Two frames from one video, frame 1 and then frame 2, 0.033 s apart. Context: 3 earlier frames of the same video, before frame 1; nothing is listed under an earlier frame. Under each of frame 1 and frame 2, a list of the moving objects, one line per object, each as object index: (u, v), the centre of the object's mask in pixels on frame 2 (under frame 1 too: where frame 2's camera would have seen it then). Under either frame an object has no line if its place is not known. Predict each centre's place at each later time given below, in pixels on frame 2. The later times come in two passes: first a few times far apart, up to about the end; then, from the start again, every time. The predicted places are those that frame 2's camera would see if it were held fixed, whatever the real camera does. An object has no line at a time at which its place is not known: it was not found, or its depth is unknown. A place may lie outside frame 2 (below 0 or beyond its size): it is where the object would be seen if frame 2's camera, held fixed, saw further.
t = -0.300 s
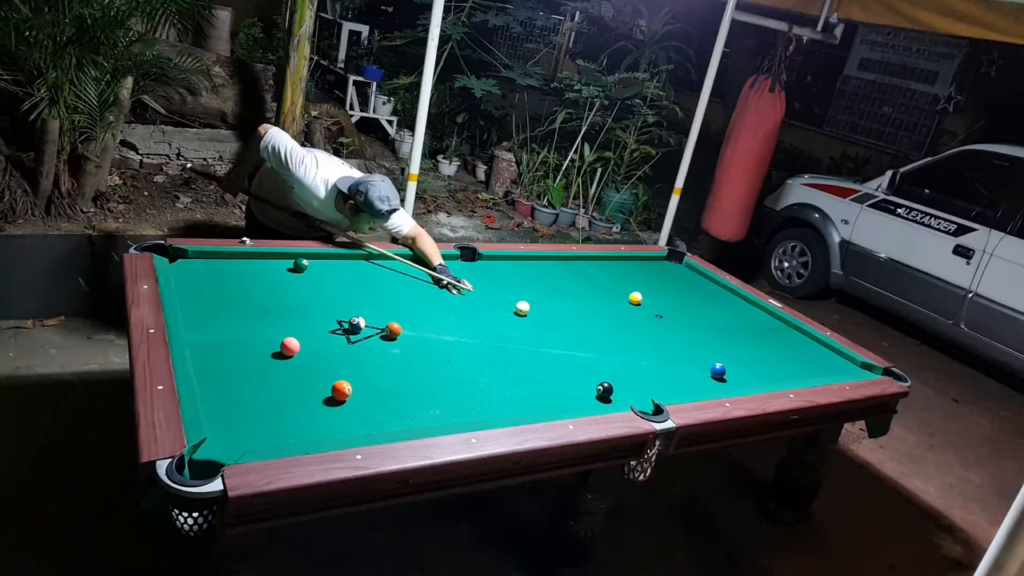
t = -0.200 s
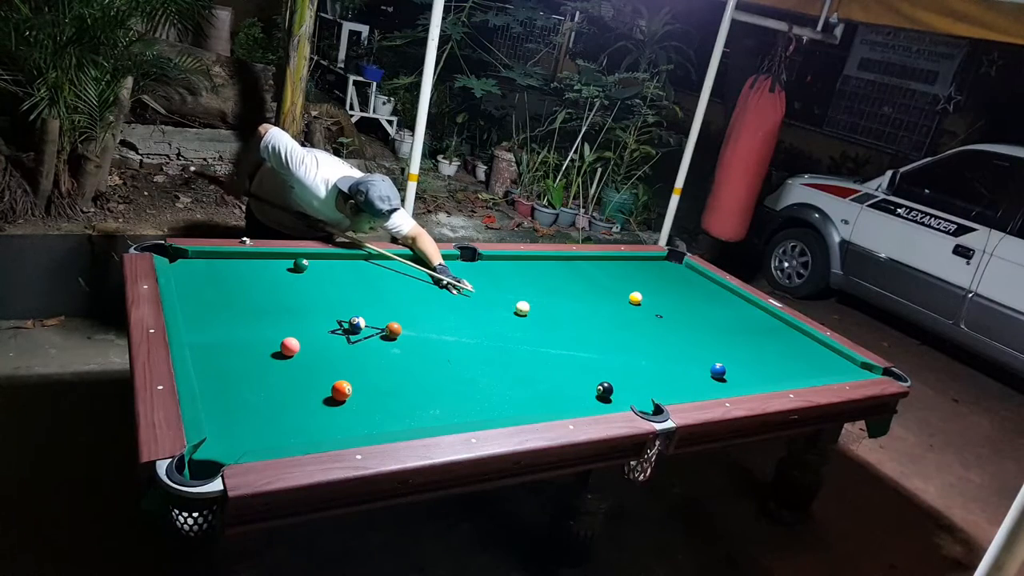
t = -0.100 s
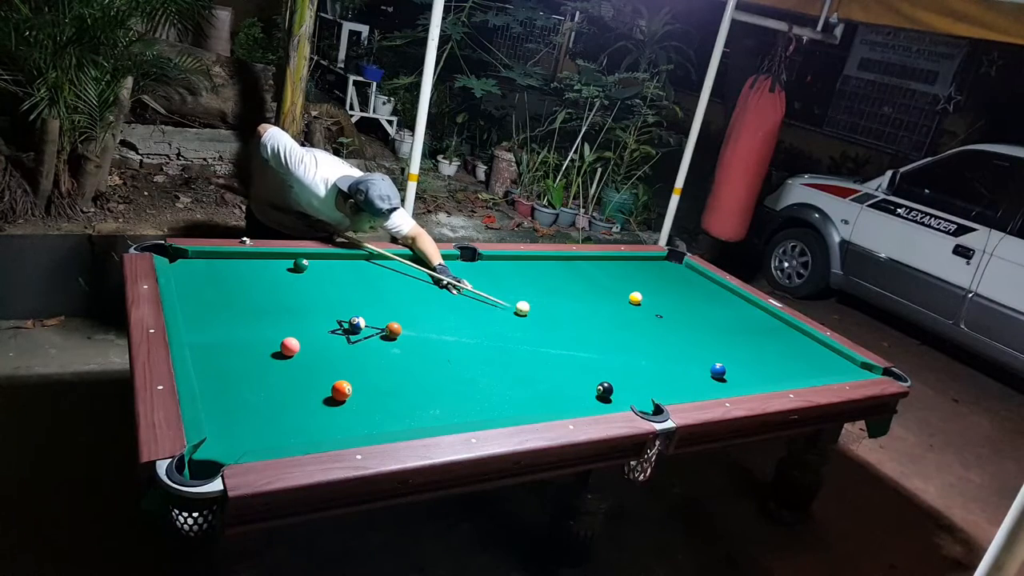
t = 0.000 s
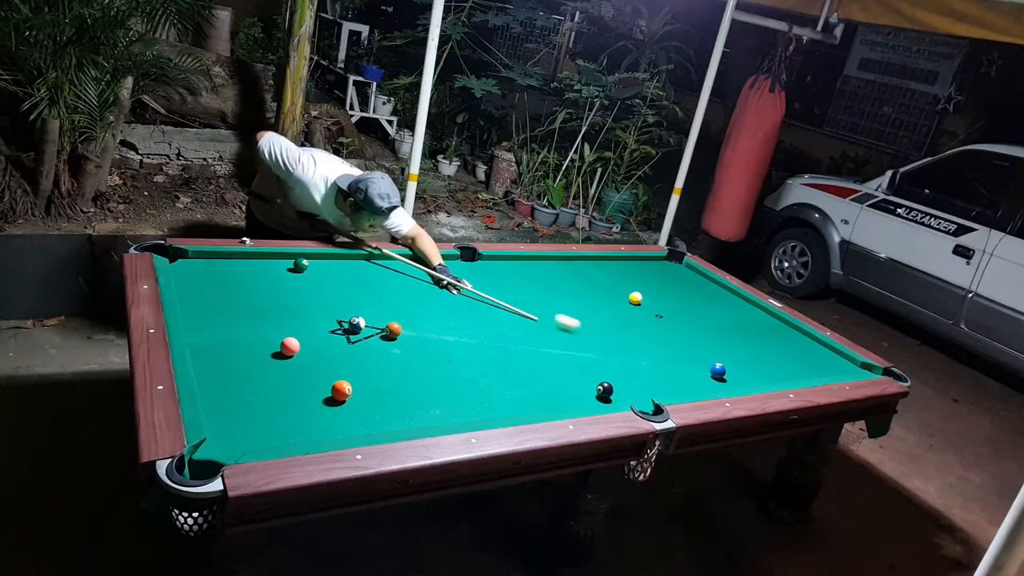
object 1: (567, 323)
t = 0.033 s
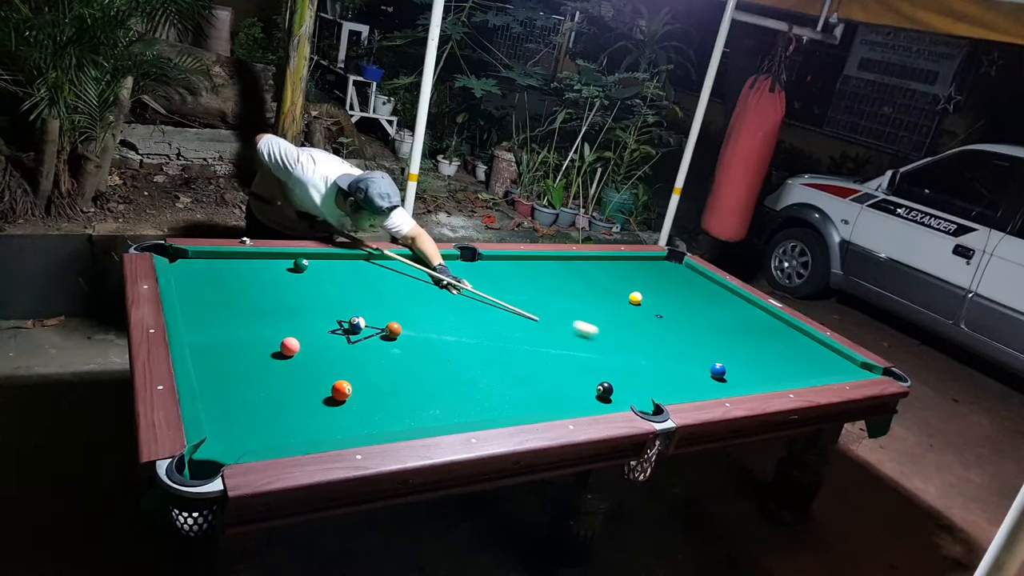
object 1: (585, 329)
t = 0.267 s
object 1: (699, 369)
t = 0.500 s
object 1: (710, 381)
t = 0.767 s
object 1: (678, 368)
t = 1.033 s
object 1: (649, 357)
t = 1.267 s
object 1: (625, 348)
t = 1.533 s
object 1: (601, 338)
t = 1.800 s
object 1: (578, 329)
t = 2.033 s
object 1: (559, 322)
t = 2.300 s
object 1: (540, 315)
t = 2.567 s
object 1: (522, 308)
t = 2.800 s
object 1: (508, 302)
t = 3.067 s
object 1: (492, 296)
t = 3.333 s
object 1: (478, 291)
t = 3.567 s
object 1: (468, 287)
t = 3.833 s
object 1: (456, 283)
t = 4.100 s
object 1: (446, 279)
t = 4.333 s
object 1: (438, 276)
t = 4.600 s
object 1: (431, 273)
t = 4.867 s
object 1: (424, 271)
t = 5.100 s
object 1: (420, 269)
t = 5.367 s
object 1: (415, 268)
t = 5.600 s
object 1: (412, 266)
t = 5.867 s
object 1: (411, 266)
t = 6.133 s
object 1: (410, 266)
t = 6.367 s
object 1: (410, 266)
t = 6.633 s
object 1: (410, 266)
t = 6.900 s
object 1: (410, 266)
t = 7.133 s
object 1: (410, 265)
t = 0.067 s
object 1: (603, 335)
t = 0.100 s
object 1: (620, 342)
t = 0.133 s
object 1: (637, 348)
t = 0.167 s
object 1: (654, 353)
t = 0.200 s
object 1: (670, 359)
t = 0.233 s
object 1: (685, 364)
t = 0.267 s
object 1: (699, 369)
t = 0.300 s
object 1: (709, 374)
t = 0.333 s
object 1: (715, 379)
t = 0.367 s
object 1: (721, 382)
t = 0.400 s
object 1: (724, 384)
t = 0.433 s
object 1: (719, 383)
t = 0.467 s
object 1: (714, 382)
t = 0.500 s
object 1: (710, 381)
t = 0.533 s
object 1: (706, 380)
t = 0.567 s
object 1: (702, 377)
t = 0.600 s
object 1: (698, 376)
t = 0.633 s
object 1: (694, 374)
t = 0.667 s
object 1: (690, 373)
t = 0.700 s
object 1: (686, 371)
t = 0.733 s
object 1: (682, 370)
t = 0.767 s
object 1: (678, 368)
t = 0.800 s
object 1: (675, 367)
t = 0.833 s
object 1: (671, 365)
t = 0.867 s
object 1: (667, 364)
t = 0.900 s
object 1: (663, 363)
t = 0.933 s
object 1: (660, 361)
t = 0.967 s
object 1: (656, 360)
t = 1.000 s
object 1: (653, 358)
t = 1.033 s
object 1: (649, 357)
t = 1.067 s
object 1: (645, 356)
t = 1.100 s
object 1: (642, 354)
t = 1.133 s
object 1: (639, 353)
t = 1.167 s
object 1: (635, 352)
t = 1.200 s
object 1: (632, 350)
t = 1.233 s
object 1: (629, 349)
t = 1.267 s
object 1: (625, 348)
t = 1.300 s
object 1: (622, 347)
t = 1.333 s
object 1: (619, 346)
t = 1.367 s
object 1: (616, 344)
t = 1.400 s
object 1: (613, 343)
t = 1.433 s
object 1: (610, 342)
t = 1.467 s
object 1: (606, 340)
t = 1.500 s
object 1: (604, 339)
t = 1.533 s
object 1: (601, 338)
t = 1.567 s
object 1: (597, 337)
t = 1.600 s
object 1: (595, 336)
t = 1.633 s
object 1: (592, 335)
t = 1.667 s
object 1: (589, 334)
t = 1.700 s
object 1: (586, 332)
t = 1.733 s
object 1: (583, 332)
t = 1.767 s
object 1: (580, 330)
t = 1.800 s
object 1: (578, 329)
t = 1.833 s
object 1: (575, 328)
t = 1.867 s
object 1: (572, 327)
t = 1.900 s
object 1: (570, 326)
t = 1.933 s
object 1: (567, 325)
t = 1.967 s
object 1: (564, 324)
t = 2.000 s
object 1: (562, 323)
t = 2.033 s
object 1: (559, 322)
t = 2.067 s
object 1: (557, 321)
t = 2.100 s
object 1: (554, 320)
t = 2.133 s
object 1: (552, 319)
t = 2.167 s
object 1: (549, 318)
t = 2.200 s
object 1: (547, 317)
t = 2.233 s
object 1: (544, 316)
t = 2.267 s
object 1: (542, 316)
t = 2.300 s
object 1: (540, 315)
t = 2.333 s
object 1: (537, 314)
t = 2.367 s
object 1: (535, 313)
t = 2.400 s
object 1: (533, 312)
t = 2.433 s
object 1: (531, 311)
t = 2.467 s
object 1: (528, 310)
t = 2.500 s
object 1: (526, 309)
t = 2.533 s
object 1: (524, 309)
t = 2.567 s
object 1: (522, 308)
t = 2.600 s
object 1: (520, 307)
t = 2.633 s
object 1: (518, 306)
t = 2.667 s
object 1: (516, 305)
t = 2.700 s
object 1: (513, 305)
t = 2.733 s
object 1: (512, 304)
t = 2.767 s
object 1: (510, 303)
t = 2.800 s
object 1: (508, 302)
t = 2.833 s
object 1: (506, 302)
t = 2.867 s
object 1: (504, 301)
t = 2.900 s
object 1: (502, 300)
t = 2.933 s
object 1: (500, 299)
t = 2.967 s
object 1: (498, 299)
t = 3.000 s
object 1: (496, 298)
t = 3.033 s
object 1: (494, 297)
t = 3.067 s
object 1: (492, 296)
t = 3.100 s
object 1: (490, 296)
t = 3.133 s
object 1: (489, 295)
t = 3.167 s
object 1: (487, 294)
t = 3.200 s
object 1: (485, 294)
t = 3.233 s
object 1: (484, 293)
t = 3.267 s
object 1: (482, 292)
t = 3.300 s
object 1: (480, 292)
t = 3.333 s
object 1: (478, 291)
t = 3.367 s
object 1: (477, 290)
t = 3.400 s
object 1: (475, 290)
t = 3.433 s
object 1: (474, 289)
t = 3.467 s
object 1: (472, 289)
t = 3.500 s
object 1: (470, 288)
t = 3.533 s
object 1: (469, 287)
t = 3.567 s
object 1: (468, 287)
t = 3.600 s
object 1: (466, 286)
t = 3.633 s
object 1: (464, 286)
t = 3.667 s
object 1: (463, 285)
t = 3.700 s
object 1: (461, 285)
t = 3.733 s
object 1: (460, 284)
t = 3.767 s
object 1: (459, 284)
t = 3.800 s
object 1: (458, 283)
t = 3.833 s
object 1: (456, 283)
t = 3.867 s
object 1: (455, 282)
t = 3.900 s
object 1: (453, 282)
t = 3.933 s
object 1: (452, 281)
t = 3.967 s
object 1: (451, 281)
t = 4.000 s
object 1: (450, 280)
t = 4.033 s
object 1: (449, 280)
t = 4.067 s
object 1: (447, 280)
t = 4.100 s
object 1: (446, 279)
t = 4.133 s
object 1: (445, 279)
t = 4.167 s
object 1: (444, 278)
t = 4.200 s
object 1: (443, 278)
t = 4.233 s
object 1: (442, 277)
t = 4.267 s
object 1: (441, 277)
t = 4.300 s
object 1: (439, 277)
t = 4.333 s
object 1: (438, 276)
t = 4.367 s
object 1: (437, 276)
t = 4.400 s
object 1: (436, 276)
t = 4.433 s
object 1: (435, 275)
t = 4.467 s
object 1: (434, 275)
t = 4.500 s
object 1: (433, 274)
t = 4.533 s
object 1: (432, 274)
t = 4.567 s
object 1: (431, 274)
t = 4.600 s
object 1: (431, 273)
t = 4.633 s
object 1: (430, 273)
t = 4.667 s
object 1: (429, 273)
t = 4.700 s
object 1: (428, 272)
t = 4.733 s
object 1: (427, 272)
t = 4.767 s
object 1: (426, 271)
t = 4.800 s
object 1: (426, 271)
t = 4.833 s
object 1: (425, 271)
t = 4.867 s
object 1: (424, 271)
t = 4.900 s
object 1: (423, 270)
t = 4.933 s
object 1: (423, 270)
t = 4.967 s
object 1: (422, 270)
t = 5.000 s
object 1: (421, 270)
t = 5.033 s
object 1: (421, 269)
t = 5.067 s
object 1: (420, 269)
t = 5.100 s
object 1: (420, 269)
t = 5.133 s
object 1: (419, 269)
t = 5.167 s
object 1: (419, 269)
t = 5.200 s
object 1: (418, 268)
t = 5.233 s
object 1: (417, 268)
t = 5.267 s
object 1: (417, 268)
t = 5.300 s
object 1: (416, 268)
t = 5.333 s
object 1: (416, 268)
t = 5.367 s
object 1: (415, 268)
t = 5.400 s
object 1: (415, 267)
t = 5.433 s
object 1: (415, 267)
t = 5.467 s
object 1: (414, 267)
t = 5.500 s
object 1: (414, 267)
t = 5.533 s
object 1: (413, 267)
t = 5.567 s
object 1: (413, 267)
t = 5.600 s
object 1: (412, 266)
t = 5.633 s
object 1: (412, 266)
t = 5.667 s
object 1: (412, 266)
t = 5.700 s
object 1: (411, 266)
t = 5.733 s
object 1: (411, 266)
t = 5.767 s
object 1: (411, 266)
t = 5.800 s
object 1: (411, 266)
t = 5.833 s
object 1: (411, 266)
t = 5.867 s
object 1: (411, 266)
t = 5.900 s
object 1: (411, 266)
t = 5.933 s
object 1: (410, 266)
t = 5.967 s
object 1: (410, 266)
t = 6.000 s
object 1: (410, 266)
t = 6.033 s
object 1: (410, 266)
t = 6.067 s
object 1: (410, 266)
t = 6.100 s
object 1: (410, 266)
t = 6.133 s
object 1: (410, 266)
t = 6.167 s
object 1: (410, 266)
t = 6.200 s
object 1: (410, 266)
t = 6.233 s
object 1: (410, 266)
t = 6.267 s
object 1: (410, 266)
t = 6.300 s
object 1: (410, 266)
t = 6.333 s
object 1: (410, 266)
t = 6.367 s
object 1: (410, 266)
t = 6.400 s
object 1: (410, 266)
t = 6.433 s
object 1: (410, 266)
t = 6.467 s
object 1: (410, 266)
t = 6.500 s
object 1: (410, 266)
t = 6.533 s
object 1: (410, 266)
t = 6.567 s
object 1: (410, 266)
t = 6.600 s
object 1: (410, 266)
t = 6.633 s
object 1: (410, 266)
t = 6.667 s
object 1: (410, 266)
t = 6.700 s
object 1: (410, 266)
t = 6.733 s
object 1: (410, 266)
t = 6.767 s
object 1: (410, 266)
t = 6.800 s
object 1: (410, 266)
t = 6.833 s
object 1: (410, 266)
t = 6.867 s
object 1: (410, 266)
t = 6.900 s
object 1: (410, 266)
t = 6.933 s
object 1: (410, 266)
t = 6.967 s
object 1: (410, 266)
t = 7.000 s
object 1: (410, 266)
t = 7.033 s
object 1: (410, 266)
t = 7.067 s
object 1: (410, 266)
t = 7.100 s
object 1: (410, 266)
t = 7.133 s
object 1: (410, 265)
